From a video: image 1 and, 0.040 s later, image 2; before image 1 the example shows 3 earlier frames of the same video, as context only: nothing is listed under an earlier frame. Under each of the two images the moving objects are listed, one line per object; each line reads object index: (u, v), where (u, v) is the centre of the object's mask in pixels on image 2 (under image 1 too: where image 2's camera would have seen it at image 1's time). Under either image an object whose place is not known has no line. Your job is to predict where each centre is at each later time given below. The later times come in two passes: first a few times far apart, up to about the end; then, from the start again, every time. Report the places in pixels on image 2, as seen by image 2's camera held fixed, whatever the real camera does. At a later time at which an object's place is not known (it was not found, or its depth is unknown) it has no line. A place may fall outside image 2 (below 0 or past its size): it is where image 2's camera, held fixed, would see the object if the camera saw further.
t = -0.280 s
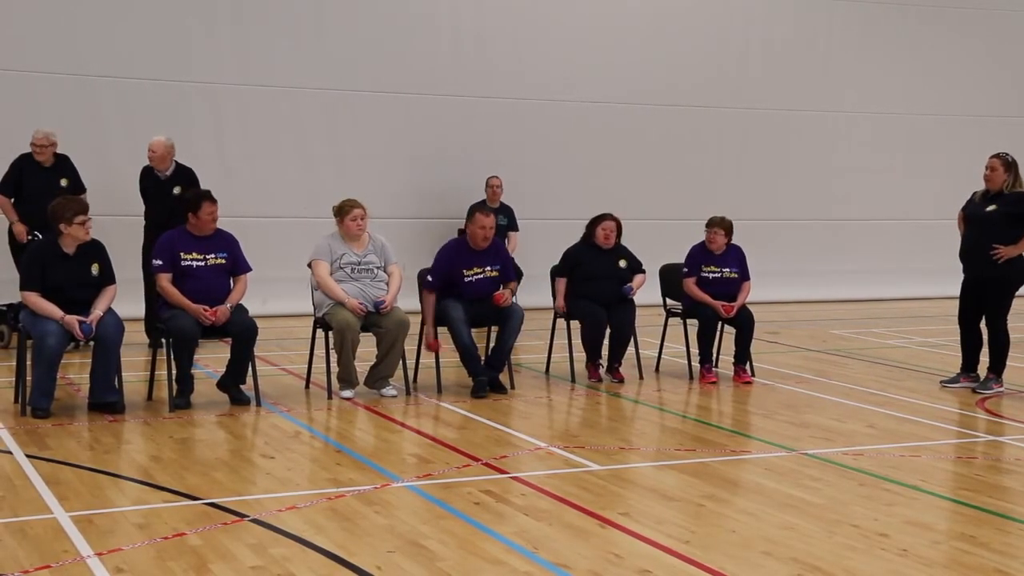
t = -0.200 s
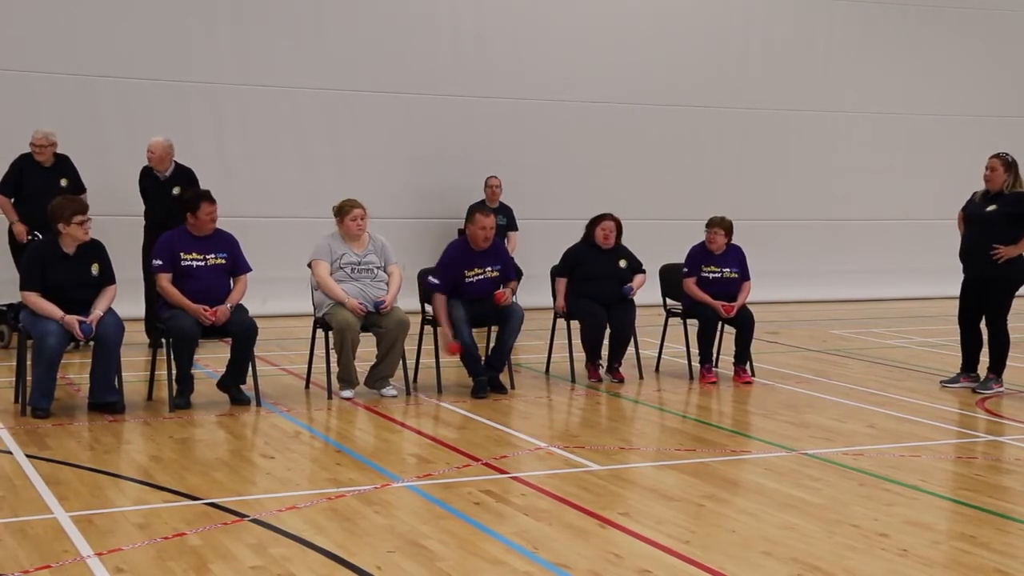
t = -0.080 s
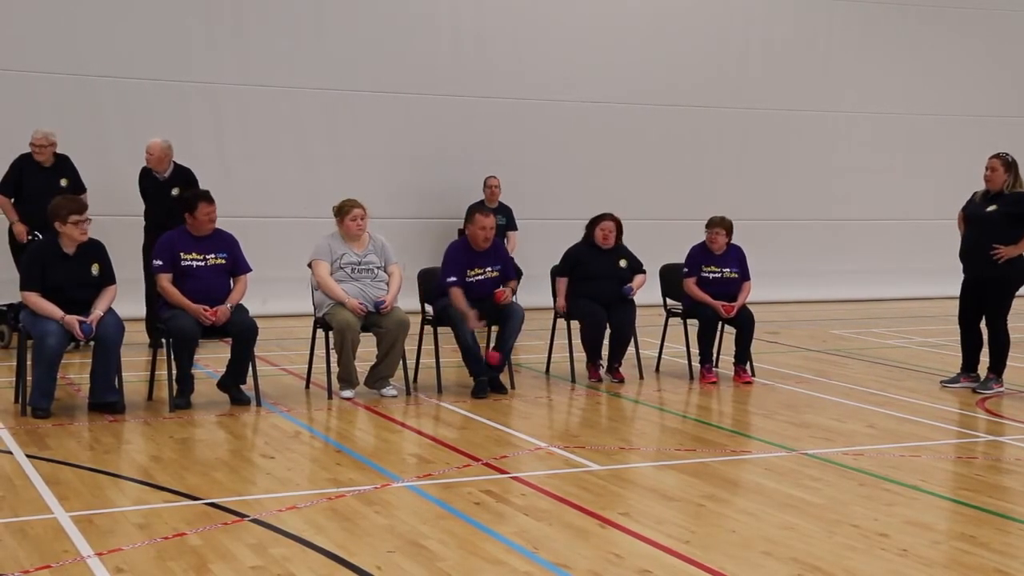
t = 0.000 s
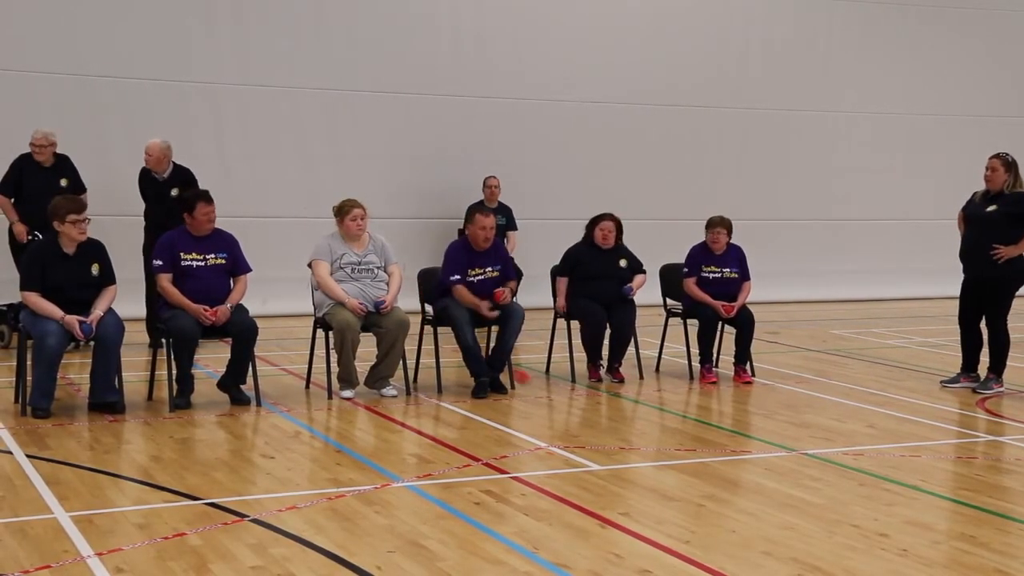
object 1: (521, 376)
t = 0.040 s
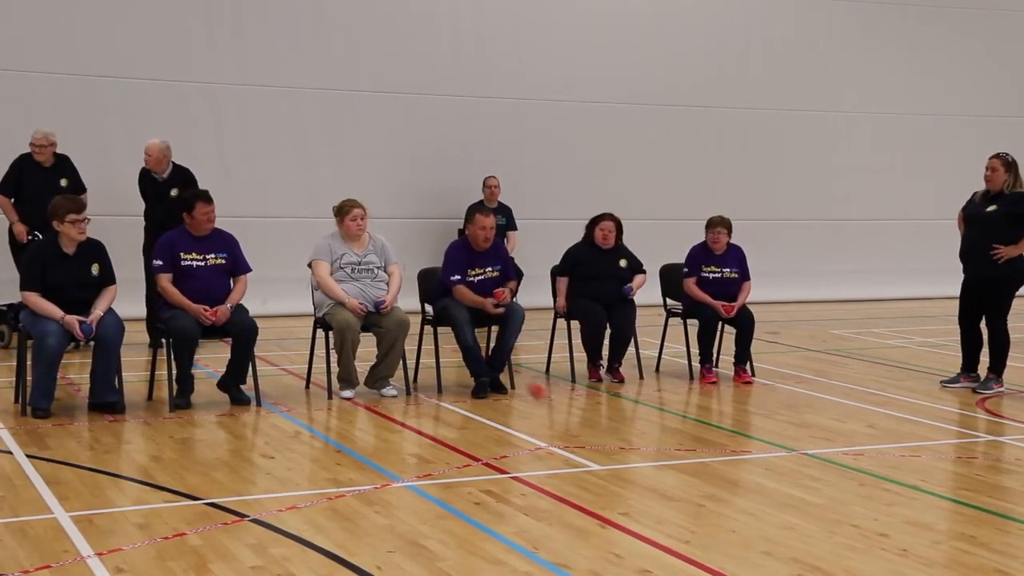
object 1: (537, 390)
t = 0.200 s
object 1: (589, 429)
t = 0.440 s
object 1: (655, 457)
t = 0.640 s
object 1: (712, 474)
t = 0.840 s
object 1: (768, 491)
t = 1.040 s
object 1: (826, 508)
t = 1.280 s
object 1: (894, 529)
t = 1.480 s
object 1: (949, 545)
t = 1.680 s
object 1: (1000, 561)
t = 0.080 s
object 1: (551, 408)
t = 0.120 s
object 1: (568, 430)
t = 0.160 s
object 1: (578, 429)
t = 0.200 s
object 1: (589, 429)
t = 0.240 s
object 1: (599, 432)
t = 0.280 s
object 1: (610, 438)
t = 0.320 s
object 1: (622, 447)
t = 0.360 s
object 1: (633, 449)
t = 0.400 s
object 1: (644, 452)
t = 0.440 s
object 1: (655, 457)
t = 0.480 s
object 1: (666, 459)
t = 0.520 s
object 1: (677, 463)
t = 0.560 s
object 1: (689, 468)
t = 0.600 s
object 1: (701, 470)
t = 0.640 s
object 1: (712, 474)
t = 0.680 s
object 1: (723, 477)
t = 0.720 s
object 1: (733, 481)
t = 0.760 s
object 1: (745, 484)
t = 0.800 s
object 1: (757, 487)
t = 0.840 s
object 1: (768, 491)
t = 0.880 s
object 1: (780, 494)
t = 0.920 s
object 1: (791, 498)
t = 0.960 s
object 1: (803, 501)
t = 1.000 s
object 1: (815, 505)
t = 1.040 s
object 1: (826, 508)
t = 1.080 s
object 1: (838, 512)
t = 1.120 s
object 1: (849, 515)
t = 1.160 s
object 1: (860, 519)
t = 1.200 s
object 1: (872, 522)
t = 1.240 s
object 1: (883, 525)
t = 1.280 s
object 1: (894, 529)
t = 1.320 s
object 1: (906, 532)
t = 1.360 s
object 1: (916, 535)
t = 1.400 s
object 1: (928, 538)
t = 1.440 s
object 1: (938, 542)
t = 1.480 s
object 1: (949, 545)
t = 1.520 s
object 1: (959, 548)
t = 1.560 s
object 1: (970, 551)
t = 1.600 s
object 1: (980, 554)
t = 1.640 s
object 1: (990, 558)
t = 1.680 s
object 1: (1000, 561)
